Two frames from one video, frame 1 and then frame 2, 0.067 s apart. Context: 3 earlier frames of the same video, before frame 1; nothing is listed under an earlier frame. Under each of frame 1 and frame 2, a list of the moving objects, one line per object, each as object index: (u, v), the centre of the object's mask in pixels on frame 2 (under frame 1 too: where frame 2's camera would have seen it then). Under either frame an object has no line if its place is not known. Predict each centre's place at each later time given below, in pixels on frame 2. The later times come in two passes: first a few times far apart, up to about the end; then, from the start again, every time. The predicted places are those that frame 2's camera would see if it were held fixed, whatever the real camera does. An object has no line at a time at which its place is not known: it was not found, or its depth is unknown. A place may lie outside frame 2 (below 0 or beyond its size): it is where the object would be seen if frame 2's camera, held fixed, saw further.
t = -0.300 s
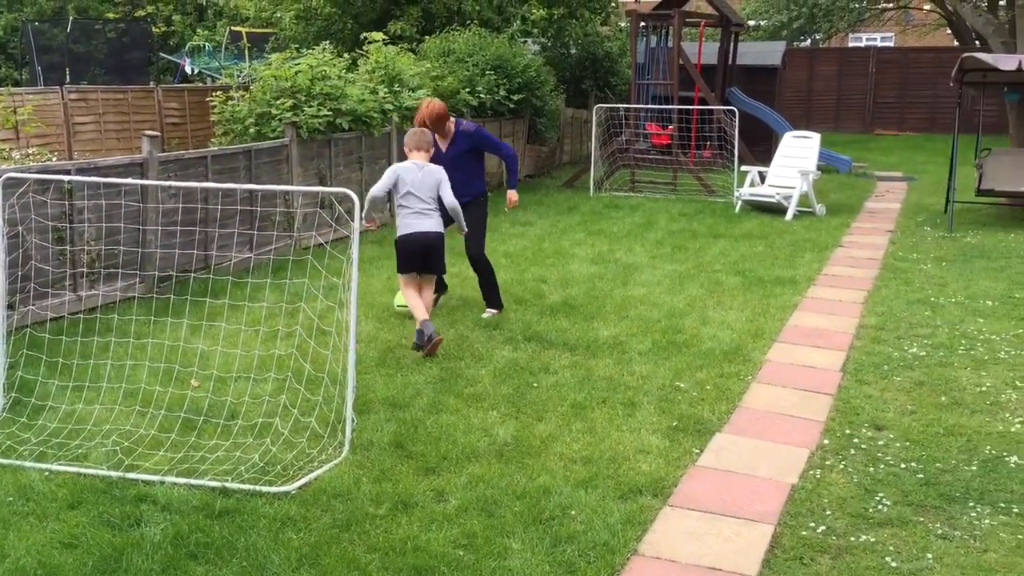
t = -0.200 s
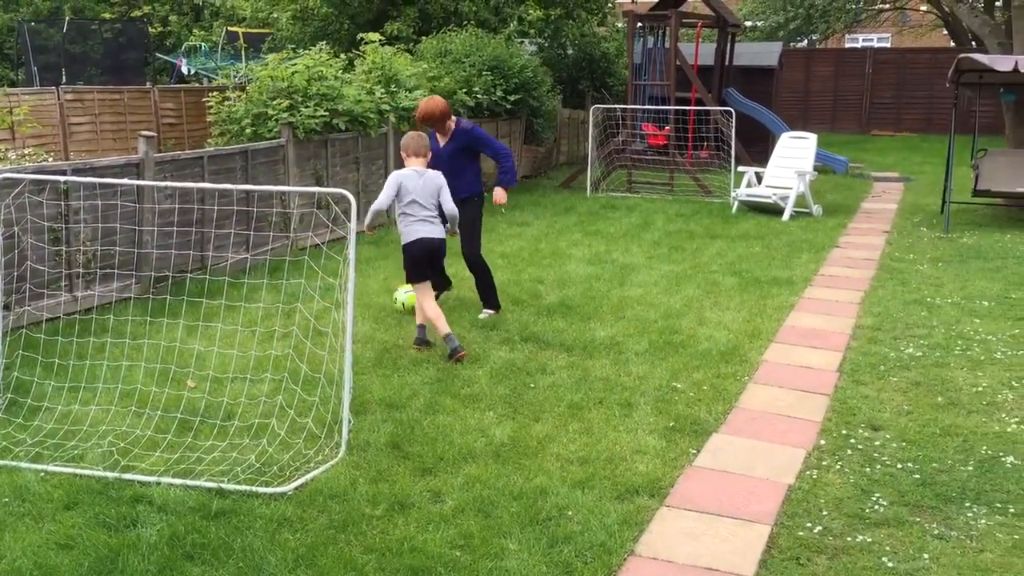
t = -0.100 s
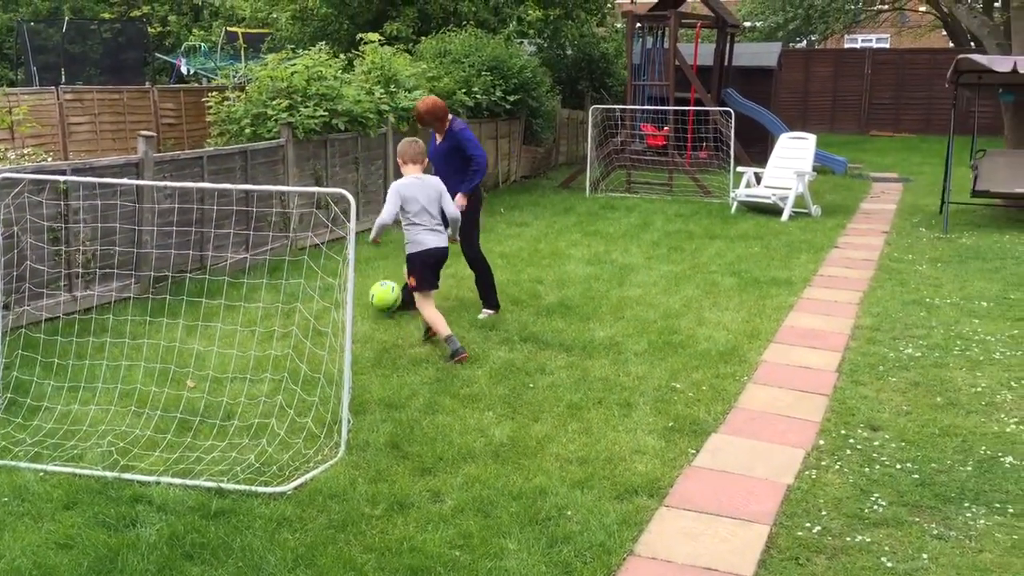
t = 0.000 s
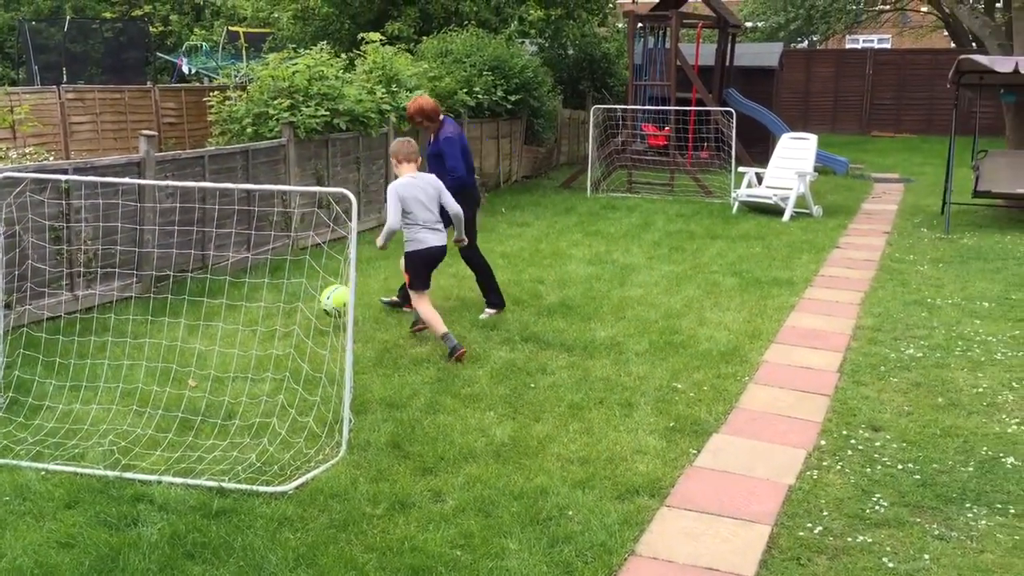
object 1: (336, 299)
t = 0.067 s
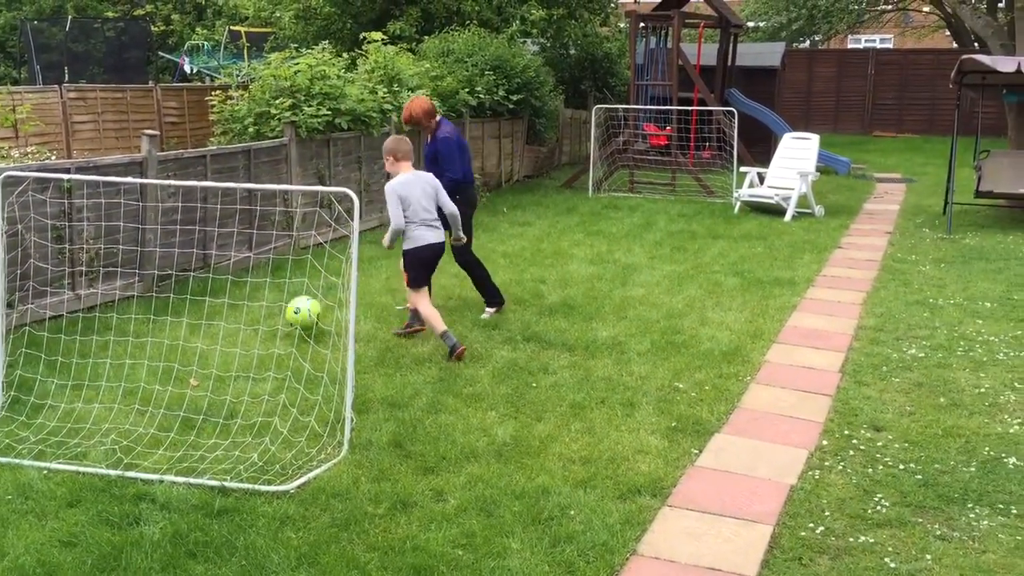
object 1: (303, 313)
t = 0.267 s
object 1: (220, 341)
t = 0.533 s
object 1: (141, 363)
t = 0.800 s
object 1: (64, 382)
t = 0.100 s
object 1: (285, 322)
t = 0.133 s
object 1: (266, 333)
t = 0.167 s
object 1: (249, 341)
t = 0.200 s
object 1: (239, 340)
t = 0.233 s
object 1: (229, 338)
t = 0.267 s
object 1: (220, 341)
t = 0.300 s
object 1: (210, 342)
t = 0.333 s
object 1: (200, 346)
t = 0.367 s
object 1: (190, 351)
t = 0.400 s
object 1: (180, 356)
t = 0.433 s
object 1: (170, 359)
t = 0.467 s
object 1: (161, 359)
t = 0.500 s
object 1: (150, 360)
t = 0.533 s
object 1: (141, 363)
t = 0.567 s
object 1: (130, 366)
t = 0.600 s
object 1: (122, 368)
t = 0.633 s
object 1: (111, 370)
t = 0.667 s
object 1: (102, 374)
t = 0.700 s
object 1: (92, 378)
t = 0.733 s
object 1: (83, 378)
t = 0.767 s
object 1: (73, 381)
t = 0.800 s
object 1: (64, 382)
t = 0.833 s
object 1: (55, 385)
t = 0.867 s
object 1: (45, 386)
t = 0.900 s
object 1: (35, 388)
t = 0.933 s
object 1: (26, 390)
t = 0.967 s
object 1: (17, 394)
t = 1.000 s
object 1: (9, 394)
